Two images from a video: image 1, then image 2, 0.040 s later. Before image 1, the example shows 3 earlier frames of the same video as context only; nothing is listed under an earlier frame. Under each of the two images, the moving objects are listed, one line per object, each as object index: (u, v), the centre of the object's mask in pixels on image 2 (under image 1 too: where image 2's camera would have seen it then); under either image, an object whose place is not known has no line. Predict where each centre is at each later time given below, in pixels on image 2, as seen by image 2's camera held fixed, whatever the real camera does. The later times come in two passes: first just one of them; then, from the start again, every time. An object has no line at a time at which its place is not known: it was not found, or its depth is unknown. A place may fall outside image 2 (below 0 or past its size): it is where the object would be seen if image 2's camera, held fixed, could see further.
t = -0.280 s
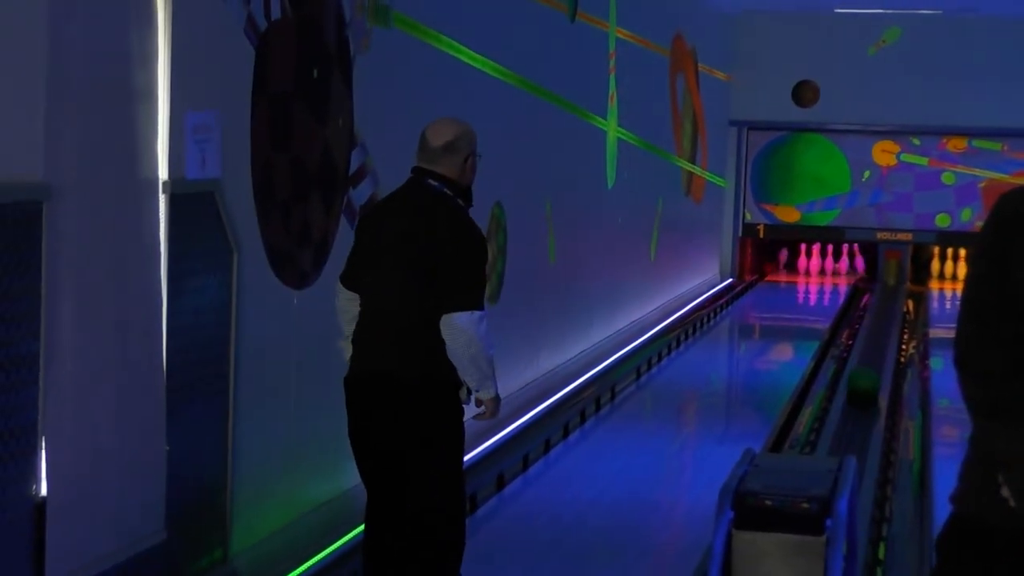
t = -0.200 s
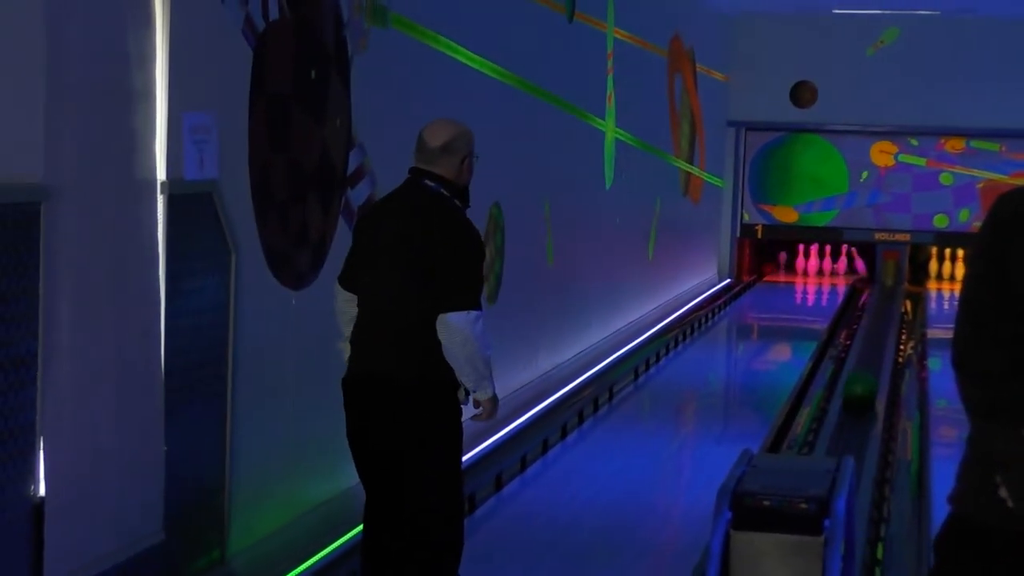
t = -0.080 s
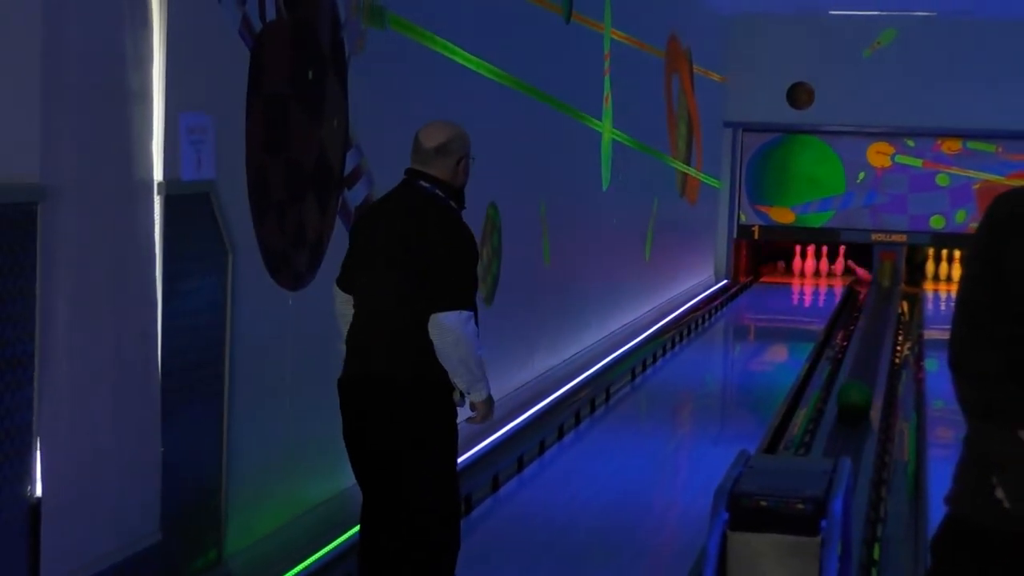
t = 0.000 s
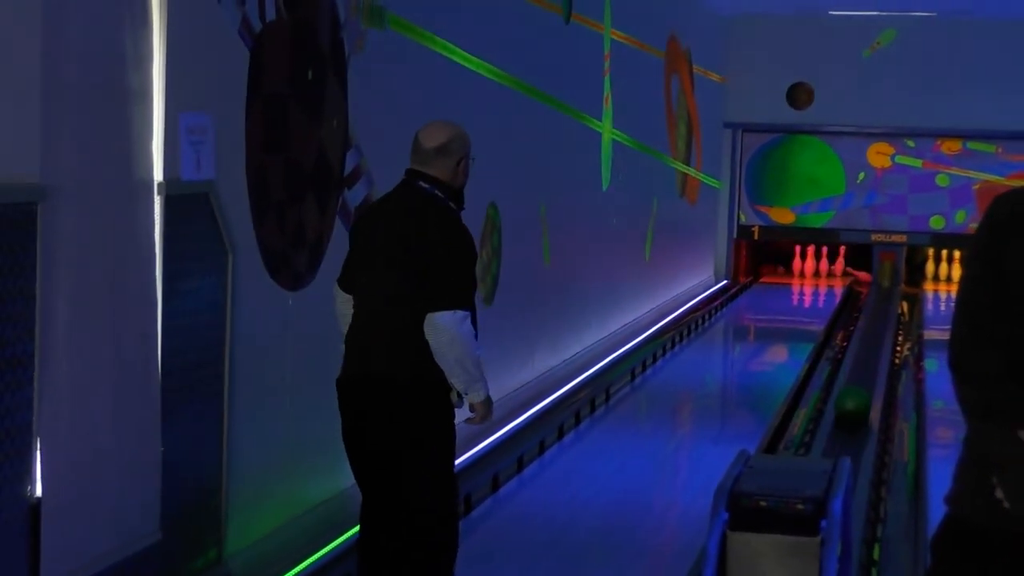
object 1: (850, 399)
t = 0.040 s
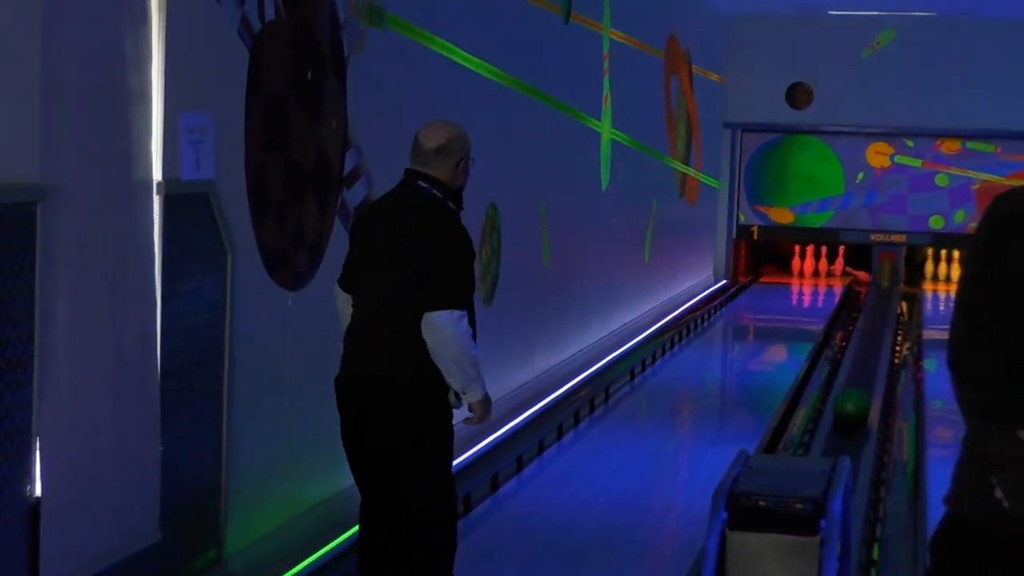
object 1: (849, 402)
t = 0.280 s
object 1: (846, 421)
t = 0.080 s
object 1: (848, 406)
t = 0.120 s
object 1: (847, 408)
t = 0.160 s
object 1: (847, 411)
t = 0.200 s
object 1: (847, 413)
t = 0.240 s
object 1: (847, 418)
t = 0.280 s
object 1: (846, 421)
